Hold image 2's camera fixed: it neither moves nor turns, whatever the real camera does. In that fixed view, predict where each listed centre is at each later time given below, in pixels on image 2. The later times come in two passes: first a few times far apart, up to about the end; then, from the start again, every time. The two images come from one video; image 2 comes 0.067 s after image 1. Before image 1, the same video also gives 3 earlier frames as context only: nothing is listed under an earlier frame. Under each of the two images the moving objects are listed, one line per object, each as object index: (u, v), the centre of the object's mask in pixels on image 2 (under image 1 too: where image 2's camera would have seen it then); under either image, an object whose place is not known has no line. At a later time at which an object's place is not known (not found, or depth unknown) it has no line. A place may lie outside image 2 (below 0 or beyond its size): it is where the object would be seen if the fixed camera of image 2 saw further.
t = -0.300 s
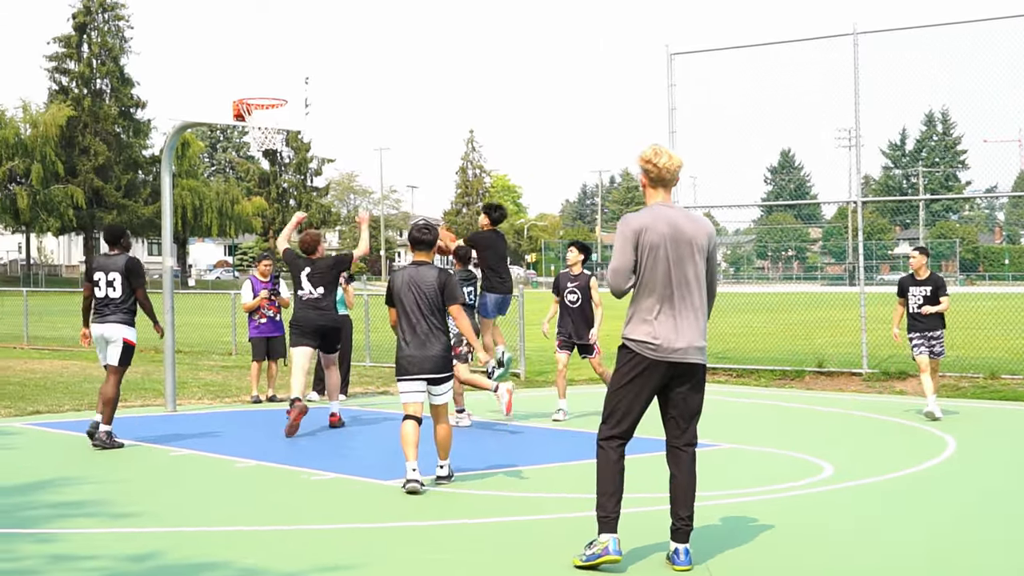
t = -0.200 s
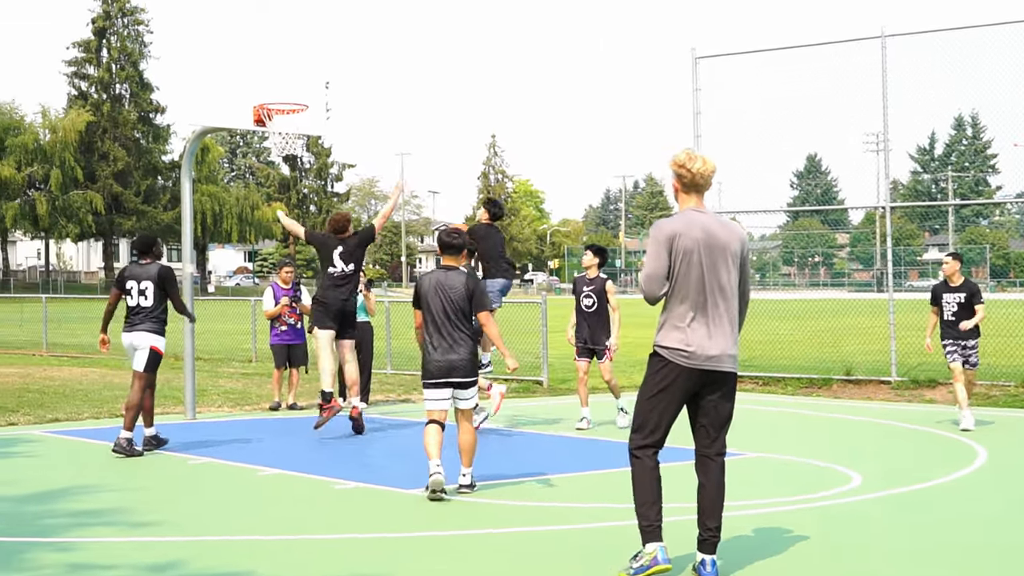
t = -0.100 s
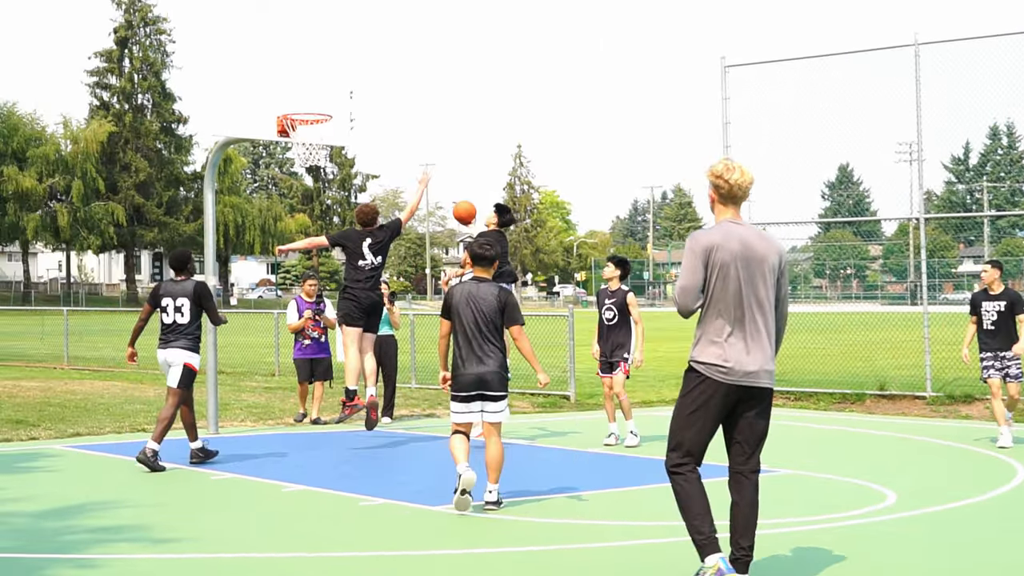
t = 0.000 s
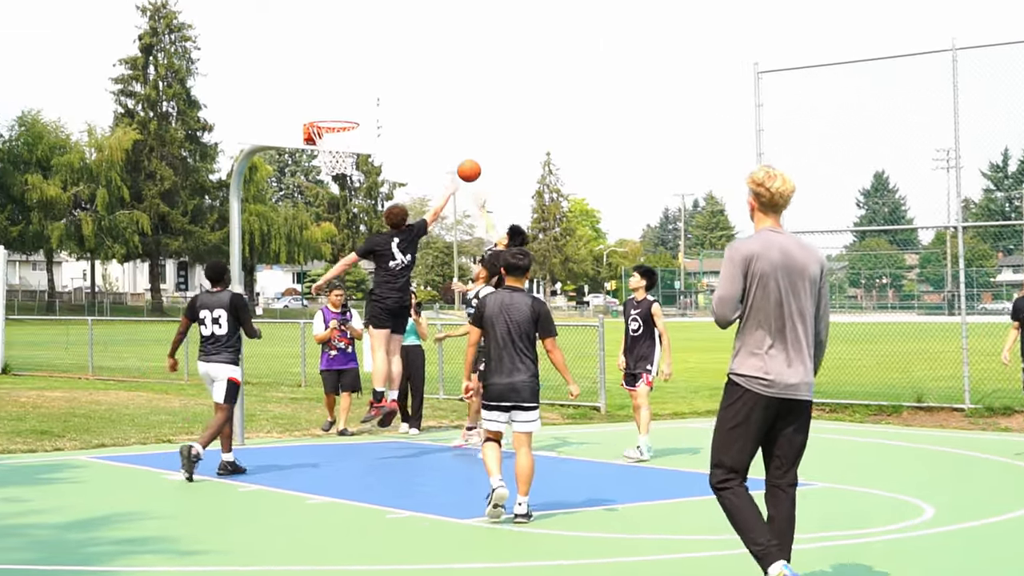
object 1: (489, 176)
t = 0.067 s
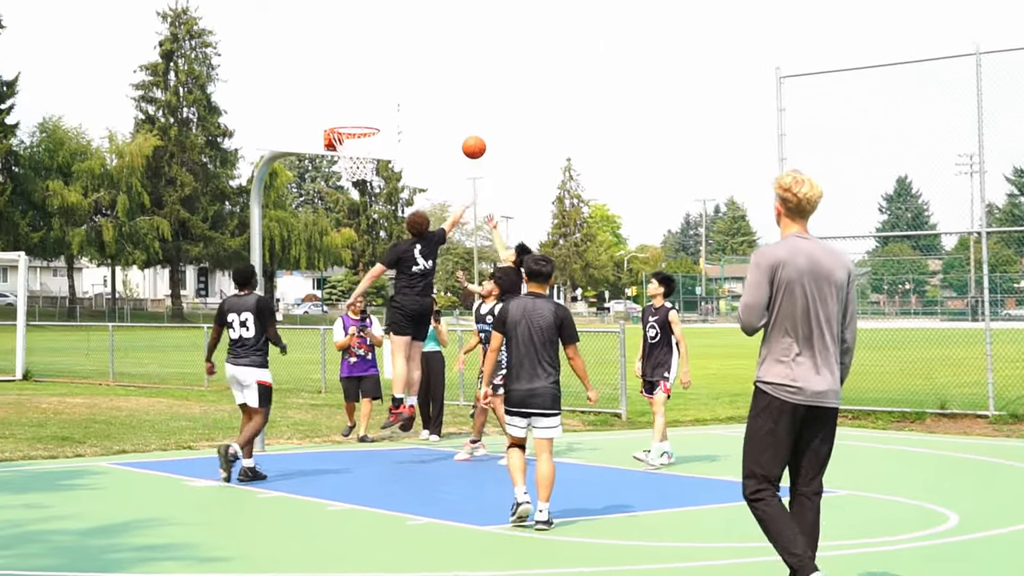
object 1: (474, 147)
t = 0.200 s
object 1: (443, 102)
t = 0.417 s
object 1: (395, 67)
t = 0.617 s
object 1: (366, 68)
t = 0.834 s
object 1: (346, 111)
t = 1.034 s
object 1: (359, 146)
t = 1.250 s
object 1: (334, 176)
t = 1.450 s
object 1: (317, 232)
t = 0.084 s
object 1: (470, 141)
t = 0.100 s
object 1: (466, 134)
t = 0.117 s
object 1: (462, 129)
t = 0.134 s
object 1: (458, 123)
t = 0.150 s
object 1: (455, 117)
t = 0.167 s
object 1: (451, 112)
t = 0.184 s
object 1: (447, 107)
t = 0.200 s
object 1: (443, 102)
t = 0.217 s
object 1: (440, 98)
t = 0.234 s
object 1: (436, 94)
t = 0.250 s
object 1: (432, 90)
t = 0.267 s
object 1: (428, 86)
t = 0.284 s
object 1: (425, 83)
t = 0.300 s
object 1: (421, 80)
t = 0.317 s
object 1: (417, 77)
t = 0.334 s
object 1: (413, 75)
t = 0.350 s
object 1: (410, 73)
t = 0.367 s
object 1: (406, 71)
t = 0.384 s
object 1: (402, 69)
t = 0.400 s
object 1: (399, 68)
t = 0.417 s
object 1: (395, 67)
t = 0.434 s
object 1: (391, 66)
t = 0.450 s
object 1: (387, 65)
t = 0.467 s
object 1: (383, 65)
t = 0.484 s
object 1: (380, 66)
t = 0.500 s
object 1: (376, 66)
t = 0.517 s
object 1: (375, 65)
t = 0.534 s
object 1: (373, 65)
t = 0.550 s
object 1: (372, 65)
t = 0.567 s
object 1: (370, 65)
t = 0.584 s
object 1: (369, 66)
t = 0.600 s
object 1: (367, 67)
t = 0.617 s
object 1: (366, 68)
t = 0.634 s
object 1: (365, 69)
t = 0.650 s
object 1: (363, 71)
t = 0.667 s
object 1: (361, 73)
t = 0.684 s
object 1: (360, 76)
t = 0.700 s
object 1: (359, 78)
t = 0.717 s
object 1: (357, 81)
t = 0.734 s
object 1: (356, 84)
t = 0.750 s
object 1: (354, 88)
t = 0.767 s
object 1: (352, 92)
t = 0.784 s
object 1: (351, 96)
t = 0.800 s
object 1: (350, 101)
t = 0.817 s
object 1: (348, 105)
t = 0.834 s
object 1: (346, 111)
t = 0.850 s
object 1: (345, 115)
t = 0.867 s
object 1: (343, 119)
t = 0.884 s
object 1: (344, 121)
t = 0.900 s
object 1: (349, 122)
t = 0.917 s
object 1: (355, 129)
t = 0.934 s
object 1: (360, 131)
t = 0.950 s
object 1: (365, 134)
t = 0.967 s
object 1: (369, 136)
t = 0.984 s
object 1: (368, 138)
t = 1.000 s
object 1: (365, 141)
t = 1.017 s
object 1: (362, 142)
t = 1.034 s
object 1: (359, 146)
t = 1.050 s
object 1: (356, 148)
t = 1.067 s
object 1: (354, 151)
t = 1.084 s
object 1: (353, 153)
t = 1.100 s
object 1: (349, 156)
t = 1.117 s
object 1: (348, 159)
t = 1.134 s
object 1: (345, 160)
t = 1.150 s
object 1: (343, 161)
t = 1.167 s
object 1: (342, 163)
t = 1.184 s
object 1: (340, 164)
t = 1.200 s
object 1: (338, 172)
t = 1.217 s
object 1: (336, 173)
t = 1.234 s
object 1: (335, 174)
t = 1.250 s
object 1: (334, 176)
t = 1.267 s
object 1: (333, 178)
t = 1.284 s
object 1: (331, 182)
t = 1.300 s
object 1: (330, 185)
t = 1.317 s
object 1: (328, 189)
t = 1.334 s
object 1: (327, 193)
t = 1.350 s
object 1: (326, 198)
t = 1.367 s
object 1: (324, 203)
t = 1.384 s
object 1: (323, 208)
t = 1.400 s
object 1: (321, 214)
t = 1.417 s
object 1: (320, 219)
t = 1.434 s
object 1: (318, 226)
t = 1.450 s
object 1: (317, 232)
